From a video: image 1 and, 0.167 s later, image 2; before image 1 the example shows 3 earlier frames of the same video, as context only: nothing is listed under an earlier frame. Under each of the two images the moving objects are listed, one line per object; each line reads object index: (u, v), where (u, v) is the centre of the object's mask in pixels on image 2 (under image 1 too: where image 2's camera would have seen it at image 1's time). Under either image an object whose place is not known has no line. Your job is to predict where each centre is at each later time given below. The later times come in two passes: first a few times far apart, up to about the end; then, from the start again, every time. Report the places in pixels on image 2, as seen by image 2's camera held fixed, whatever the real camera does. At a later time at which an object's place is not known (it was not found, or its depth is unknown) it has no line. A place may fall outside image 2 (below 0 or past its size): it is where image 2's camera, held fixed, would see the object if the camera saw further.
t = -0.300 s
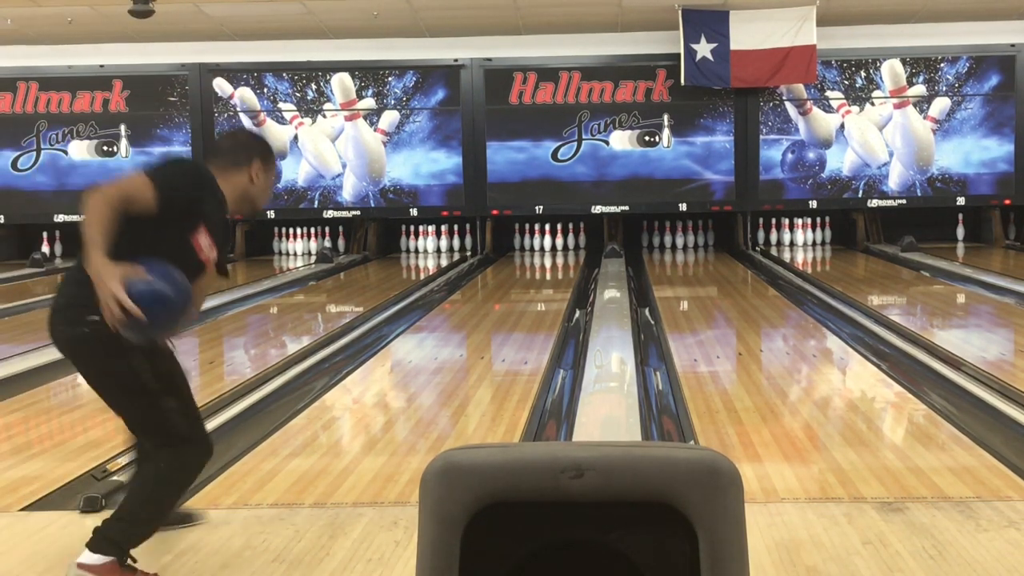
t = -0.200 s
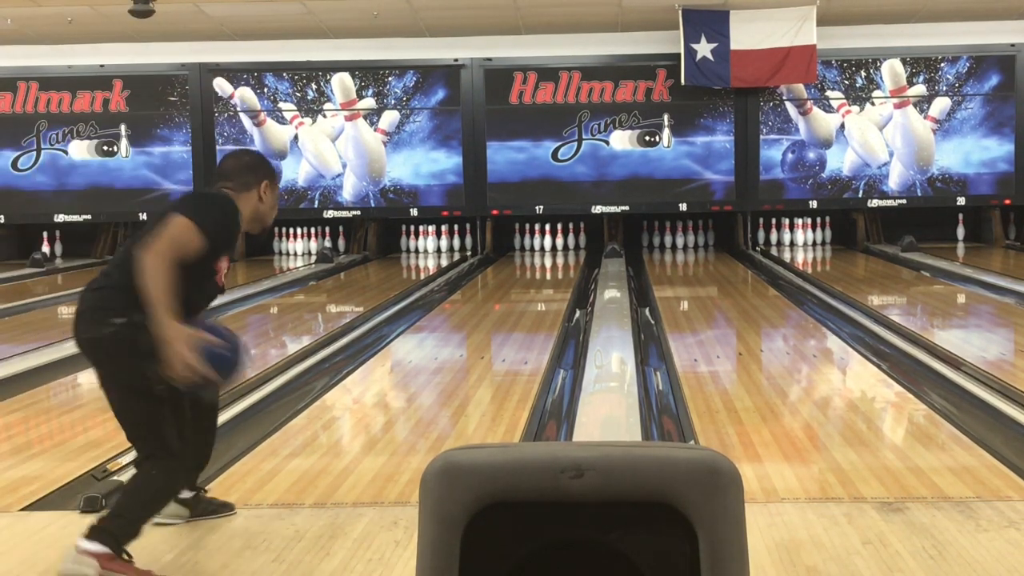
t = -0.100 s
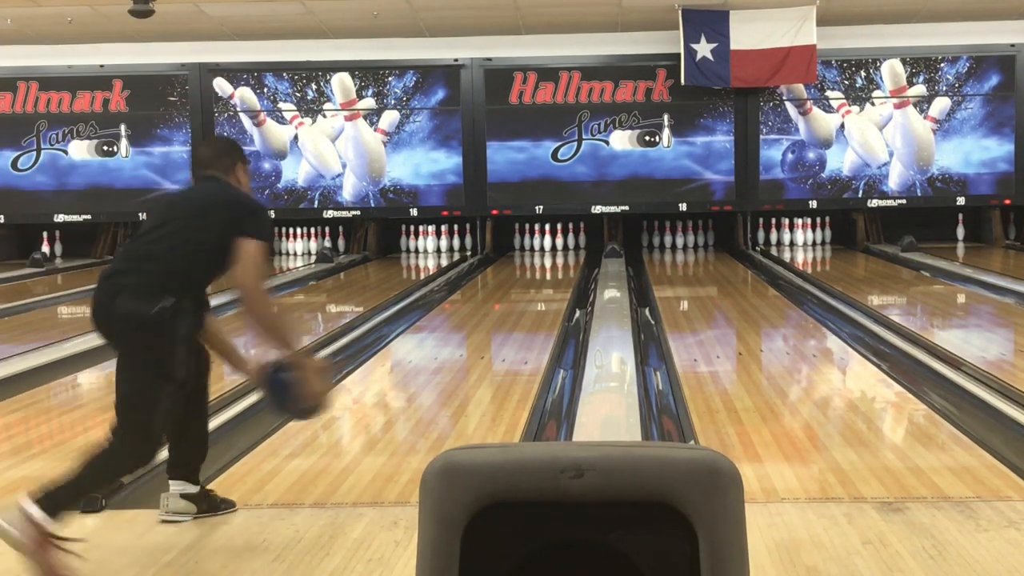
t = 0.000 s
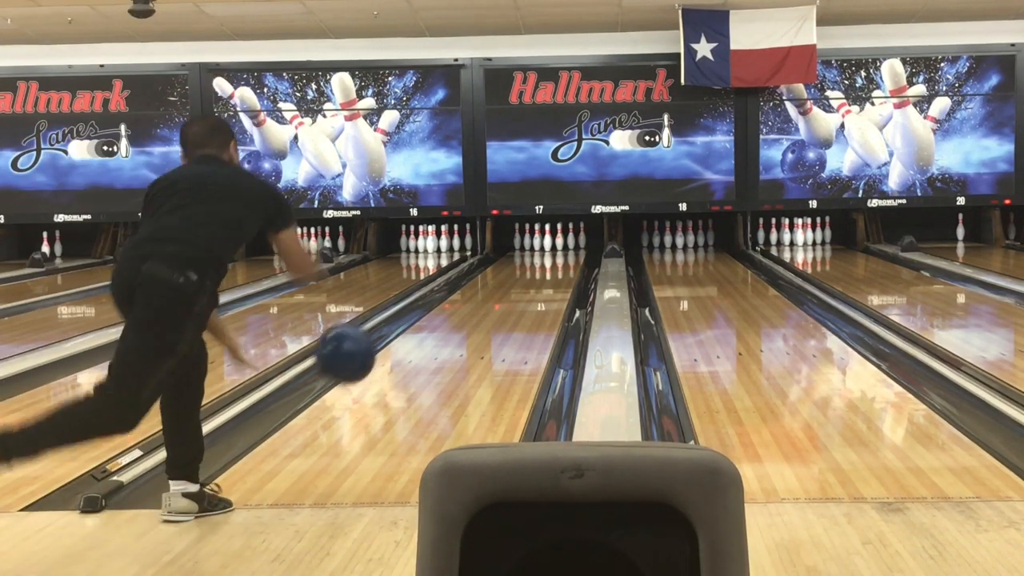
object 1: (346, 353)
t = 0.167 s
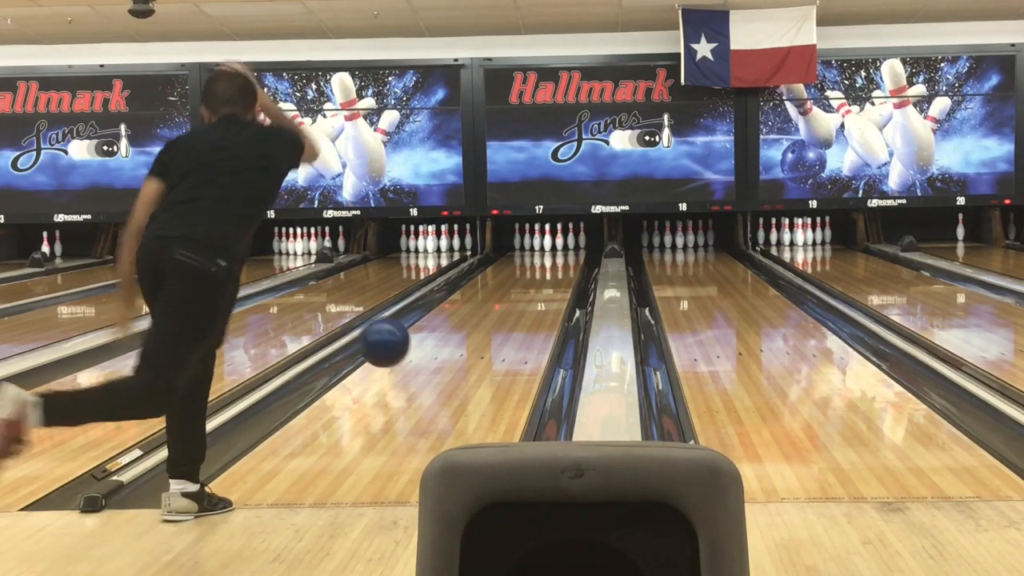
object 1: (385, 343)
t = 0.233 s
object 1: (396, 355)
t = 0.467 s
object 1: (429, 355)
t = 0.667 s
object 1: (447, 330)
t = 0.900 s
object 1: (462, 309)
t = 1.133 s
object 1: (473, 293)
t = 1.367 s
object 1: (481, 280)
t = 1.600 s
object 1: (486, 270)
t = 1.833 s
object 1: (488, 263)
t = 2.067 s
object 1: (488, 257)
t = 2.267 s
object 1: (491, 256)
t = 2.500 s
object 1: (499, 250)
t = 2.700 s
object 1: (504, 249)
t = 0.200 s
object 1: (391, 348)
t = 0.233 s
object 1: (396, 355)
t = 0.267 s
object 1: (402, 365)
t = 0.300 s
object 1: (408, 376)
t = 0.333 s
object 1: (413, 373)
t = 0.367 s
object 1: (417, 365)
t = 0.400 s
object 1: (421, 360)
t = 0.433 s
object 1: (425, 357)
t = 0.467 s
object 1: (429, 355)
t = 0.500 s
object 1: (432, 350)
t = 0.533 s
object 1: (435, 345)
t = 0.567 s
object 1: (438, 341)
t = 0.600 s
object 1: (442, 337)
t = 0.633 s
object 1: (444, 333)
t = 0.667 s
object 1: (447, 330)
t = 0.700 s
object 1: (449, 326)
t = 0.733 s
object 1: (452, 323)
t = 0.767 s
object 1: (454, 320)
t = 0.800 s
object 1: (457, 317)
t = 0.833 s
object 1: (458, 314)
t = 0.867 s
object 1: (461, 311)
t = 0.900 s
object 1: (462, 309)
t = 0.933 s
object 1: (464, 306)
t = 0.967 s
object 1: (466, 304)
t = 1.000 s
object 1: (467, 301)
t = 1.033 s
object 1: (469, 299)
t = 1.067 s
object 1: (471, 296)
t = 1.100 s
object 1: (472, 294)
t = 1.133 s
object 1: (473, 293)
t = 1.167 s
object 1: (474, 291)
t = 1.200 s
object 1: (475, 289)
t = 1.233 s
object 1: (477, 287)
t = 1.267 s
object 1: (478, 286)
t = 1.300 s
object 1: (479, 284)
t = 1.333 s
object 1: (480, 282)
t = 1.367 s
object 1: (481, 280)
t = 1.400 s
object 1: (482, 279)
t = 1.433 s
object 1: (482, 277)
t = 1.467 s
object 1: (483, 276)
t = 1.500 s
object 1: (484, 274)
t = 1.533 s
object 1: (485, 273)
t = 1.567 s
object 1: (485, 271)
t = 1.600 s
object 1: (486, 270)
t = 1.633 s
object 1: (486, 268)
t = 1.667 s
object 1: (487, 267)
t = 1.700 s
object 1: (487, 267)
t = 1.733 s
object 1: (487, 266)
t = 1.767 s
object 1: (488, 264)
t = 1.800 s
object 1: (488, 264)
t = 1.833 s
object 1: (488, 263)
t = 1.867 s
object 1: (488, 261)
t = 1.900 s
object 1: (489, 260)
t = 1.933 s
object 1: (489, 259)
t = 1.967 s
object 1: (489, 259)
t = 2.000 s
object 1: (488, 258)
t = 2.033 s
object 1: (488, 258)
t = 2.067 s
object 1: (488, 257)
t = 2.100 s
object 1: (487, 258)
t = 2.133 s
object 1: (487, 258)
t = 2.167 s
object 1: (487, 259)
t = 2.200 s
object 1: (487, 257)
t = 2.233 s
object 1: (490, 256)
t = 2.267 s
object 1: (491, 256)
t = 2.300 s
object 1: (491, 256)
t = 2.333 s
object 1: (491, 256)
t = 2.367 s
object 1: (492, 256)
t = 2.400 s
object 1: (493, 254)
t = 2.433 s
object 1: (494, 256)
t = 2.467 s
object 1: (495, 254)
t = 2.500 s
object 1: (499, 250)
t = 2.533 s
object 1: (500, 249)
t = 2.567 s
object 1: (500, 249)
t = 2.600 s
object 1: (501, 249)
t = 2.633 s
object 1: (503, 249)
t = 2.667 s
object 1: (503, 249)
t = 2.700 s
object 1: (504, 249)
